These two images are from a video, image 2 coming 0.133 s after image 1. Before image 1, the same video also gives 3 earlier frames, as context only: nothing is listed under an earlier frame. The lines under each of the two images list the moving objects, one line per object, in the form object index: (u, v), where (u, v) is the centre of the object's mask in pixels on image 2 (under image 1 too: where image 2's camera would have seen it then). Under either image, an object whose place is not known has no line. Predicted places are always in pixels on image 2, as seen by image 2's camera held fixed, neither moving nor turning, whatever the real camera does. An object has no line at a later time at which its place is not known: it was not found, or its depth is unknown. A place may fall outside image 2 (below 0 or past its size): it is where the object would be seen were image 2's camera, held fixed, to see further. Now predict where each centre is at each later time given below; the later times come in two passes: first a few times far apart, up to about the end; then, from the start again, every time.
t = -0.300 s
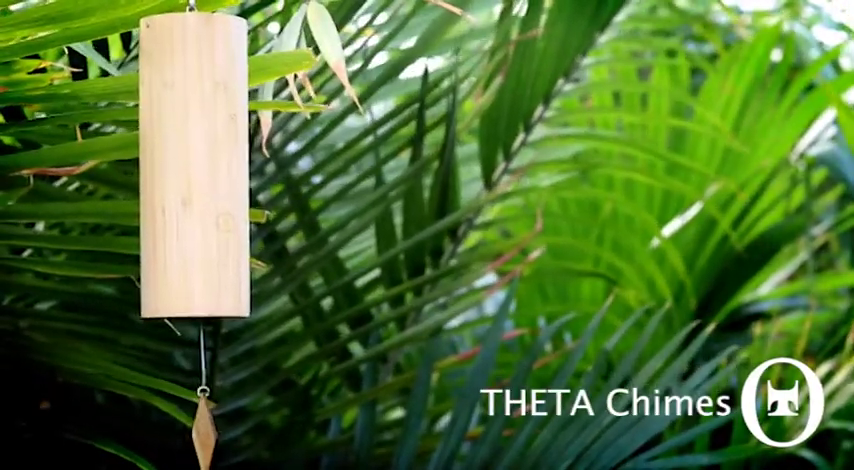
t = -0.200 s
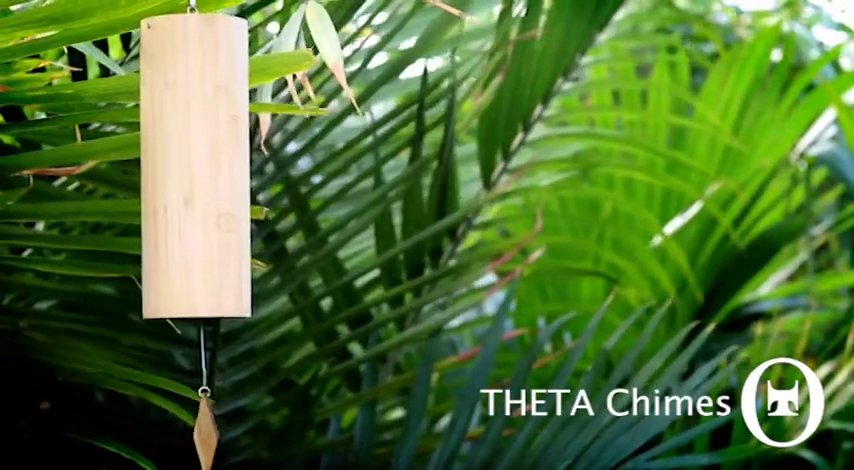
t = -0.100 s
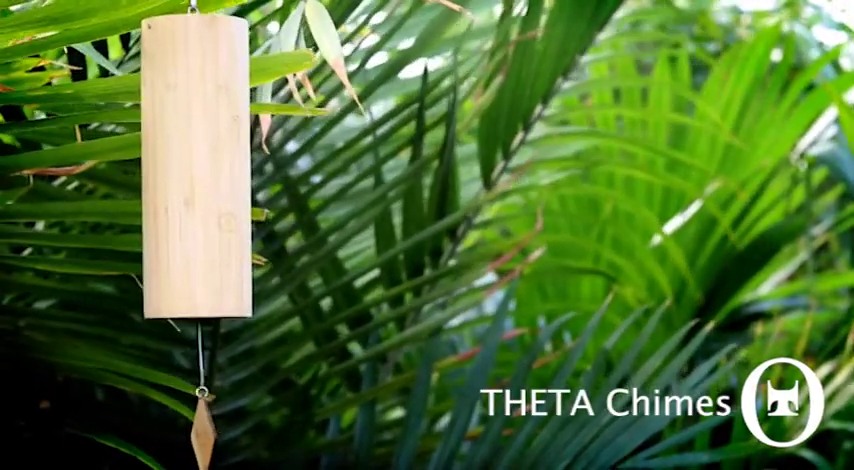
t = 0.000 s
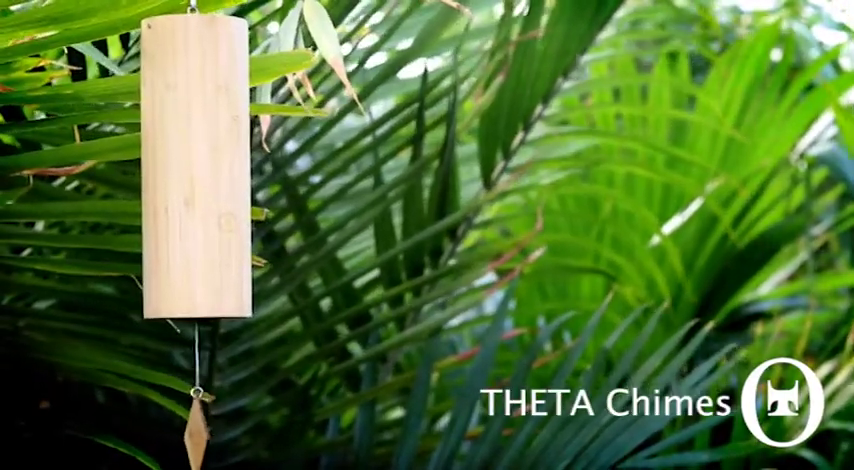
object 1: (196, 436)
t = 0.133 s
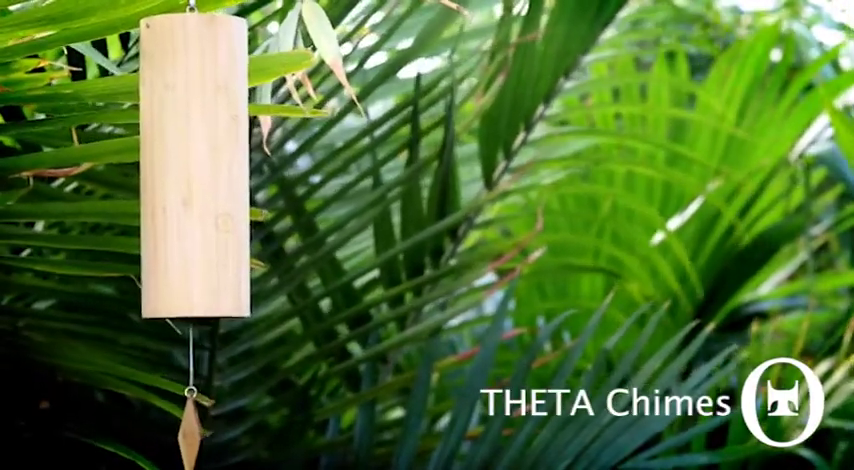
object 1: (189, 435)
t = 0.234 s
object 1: (188, 435)
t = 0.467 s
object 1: (192, 434)
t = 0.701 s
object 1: (195, 434)
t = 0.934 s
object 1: (192, 434)
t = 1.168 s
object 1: (193, 435)
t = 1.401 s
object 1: (199, 435)
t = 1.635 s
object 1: (194, 435)
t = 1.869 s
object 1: (185, 435)
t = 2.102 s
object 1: (193, 435)
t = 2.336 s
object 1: (204, 435)
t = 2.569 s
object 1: (194, 436)
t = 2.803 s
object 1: (185, 436)
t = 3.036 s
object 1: (190, 435)
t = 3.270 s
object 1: (198, 435)
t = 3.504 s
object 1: (197, 436)
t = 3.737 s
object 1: (188, 436)
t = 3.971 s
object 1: (188, 436)
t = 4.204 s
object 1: (193, 436)
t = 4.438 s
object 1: (192, 436)
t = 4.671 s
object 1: (189, 436)
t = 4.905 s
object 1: (196, 435)
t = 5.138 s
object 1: (202, 436)
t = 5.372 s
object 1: (194, 436)
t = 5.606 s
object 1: (183, 436)
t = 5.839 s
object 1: (191, 436)
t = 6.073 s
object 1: (206, 436)
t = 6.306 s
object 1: (199, 436)
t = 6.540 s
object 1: (181, 436)
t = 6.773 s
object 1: (186, 436)
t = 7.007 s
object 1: (206, 436)
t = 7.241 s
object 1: (201, 436)
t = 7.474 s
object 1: (183, 436)
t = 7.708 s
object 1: (189, 436)
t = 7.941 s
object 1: (201, 436)
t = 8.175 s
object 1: (193, 436)
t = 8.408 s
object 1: (182, 436)
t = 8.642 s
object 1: (194, 437)
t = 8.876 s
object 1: (205, 436)
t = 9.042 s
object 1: (198, 436)
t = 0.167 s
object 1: (189, 435)
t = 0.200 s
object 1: (188, 435)
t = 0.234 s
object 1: (188, 435)
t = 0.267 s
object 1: (188, 435)
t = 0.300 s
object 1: (188, 435)
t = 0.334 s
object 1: (188, 434)
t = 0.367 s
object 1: (188, 434)
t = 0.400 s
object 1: (189, 435)
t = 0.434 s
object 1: (191, 434)
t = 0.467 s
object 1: (192, 434)
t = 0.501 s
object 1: (193, 434)
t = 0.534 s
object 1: (194, 434)
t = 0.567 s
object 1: (195, 434)
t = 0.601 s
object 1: (195, 434)
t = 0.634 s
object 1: (195, 434)
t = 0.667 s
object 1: (195, 434)
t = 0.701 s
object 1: (195, 434)
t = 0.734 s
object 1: (194, 434)
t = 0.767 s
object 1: (194, 434)
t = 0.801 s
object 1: (193, 434)
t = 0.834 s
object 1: (193, 434)
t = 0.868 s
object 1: (193, 434)
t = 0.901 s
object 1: (192, 434)
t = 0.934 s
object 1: (192, 434)
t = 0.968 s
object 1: (191, 435)
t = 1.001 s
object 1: (191, 435)
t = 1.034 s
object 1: (191, 435)
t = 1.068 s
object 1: (191, 435)
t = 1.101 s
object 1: (191, 434)
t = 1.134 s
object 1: (192, 435)
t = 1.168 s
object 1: (193, 435)
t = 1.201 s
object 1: (194, 434)
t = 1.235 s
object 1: (196, 434)
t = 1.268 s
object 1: (197, 434)
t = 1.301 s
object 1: (198, 434)
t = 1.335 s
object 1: (199, 434)
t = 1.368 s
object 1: (199, 434)
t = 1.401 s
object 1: (199, 435)
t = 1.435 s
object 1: (199, 435)
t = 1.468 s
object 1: (199, 435)
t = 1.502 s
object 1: (198, 435)
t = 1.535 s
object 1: (198, 435)
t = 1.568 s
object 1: (197, 435)
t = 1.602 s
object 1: (196, 435)
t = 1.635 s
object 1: (194, 435)
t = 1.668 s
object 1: (193, 435)
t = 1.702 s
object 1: (190, 435)
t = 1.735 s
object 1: (189, 435)
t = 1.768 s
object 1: (187, 435)
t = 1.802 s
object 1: (186, 435)
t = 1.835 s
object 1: (185, 435)
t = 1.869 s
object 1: (185, 435)
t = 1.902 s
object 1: (185, 435)
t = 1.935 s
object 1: (186, 436)
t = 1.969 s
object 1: (187, 435)
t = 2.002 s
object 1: (189, 436)
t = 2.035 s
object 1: (190, 436)
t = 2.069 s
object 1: (192, 435)
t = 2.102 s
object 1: (193, 435)
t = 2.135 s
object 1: (195, 435)
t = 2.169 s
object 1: (197, 435)
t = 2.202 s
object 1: (199, 435)
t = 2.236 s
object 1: (200, 435)
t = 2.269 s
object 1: (202, 435)
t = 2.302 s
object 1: (203, 435)
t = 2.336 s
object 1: (204, 435)
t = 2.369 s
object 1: (203, 435)
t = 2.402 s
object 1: (203, 435)
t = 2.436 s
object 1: (202, 435)
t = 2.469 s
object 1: (200, 436)
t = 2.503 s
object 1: (198, 436)
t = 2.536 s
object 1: (196, 435)
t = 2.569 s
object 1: (194, 436)
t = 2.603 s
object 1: (193, 436)
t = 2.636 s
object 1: (191, 436)
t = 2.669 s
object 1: (189, 436)
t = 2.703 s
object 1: (188, 436)
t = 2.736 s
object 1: (187, 436)
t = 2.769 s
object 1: (186, 436)
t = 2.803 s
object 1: (185, 436)
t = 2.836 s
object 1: (184, 436)
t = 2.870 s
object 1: (184, 436)
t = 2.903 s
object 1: (185, 435)
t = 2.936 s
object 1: (185, 435)
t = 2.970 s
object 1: (187, 435)
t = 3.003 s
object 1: (188, 436)
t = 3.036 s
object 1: (190, 435)
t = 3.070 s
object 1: (191, 435)
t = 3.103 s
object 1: (193, 435)
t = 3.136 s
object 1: (194, 435)
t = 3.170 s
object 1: (196, 435)
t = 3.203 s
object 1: (197, 435)
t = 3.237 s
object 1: (198, 435)
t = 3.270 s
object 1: (198, 435)
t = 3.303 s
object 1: (199, 435)
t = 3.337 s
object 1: (200, 435)
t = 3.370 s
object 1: (200, 435)
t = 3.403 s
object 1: (200, 436)
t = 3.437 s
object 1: (200, 436)
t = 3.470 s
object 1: (199, 436)
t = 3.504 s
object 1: (197, 436)
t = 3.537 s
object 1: (196, 436)
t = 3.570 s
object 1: (194, 436)
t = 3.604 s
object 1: (193, 436)
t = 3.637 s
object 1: (191, 436)
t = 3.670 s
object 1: (190, 436)
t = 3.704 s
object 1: (189, 436)
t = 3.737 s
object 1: (188, 436)
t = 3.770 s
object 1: (188, 436)
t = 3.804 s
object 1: (188, 436)
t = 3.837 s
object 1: (187, 436)
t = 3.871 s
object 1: (187, 436)
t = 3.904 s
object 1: (188, 436)
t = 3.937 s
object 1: (188, 435)
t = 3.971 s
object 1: (188, 436)
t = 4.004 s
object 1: (189, 436)
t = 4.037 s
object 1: (189, 436)
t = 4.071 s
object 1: (190, 436)
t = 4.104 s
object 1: (191, 436)
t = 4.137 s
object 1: (192, 436)
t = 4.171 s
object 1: (193, 436)
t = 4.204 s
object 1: (193, 436)
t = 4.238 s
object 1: (194, 436)
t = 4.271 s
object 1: (194, 436)
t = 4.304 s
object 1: (193, 436)
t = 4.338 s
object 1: (193, 436)
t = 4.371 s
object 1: (192, 436)
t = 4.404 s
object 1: (192, 436)
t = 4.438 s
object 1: (192, 436)
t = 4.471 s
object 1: (191, 436)
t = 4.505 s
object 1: (191, 436)
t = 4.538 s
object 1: (190, 436)
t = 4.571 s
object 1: (190, 436)
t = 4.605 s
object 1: (190, 436)
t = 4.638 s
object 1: (189, 436)
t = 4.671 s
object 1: (189, 436)
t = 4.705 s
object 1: (189, 436)
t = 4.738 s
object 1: (190, 436)
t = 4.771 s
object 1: (191, 436)
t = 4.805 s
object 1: (192, 436)
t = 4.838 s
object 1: (193, 435)
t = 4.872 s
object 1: (195, 435)
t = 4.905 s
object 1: (196, 435)
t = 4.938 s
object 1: (198, 435)
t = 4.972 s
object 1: (198, 435)
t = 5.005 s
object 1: (199, 435)
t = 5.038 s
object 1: (200, 436)
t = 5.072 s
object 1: (201, 435)
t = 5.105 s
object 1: (201, 435)
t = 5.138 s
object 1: (202, 436)
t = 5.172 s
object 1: (202, 436)
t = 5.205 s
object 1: (201, 436)
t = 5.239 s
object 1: (201, 436)
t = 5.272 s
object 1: (200, 436)
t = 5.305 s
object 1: (198, 436)
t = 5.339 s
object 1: (196, 436)
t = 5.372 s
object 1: (194, 436)
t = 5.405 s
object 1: (192, 436)
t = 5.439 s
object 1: (190, 436)
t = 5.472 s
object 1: (189, 436)
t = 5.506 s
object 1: (187, 436)
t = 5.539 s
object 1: (185, 436)
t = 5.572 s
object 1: (184, 436)
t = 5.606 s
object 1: (183, 436)
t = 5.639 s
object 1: (183, 436)
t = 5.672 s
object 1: (183, 436)
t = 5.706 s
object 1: (184, 436)
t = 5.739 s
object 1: (186, 436)
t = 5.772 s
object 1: (187, 436)
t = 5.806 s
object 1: (189, 436)
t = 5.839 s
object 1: (191, 436)
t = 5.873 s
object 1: (194, 436)
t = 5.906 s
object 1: (196, 436)
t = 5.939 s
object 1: (199, 436)
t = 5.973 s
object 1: (201, 436)
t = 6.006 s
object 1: (203, 436)
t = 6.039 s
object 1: (205, 436)
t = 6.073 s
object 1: (206, 436)
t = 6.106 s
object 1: (207, 436)
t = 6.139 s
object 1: (207, 436)
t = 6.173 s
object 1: (207, 436)
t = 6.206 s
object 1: (206, 436)
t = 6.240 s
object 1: (204, 436)
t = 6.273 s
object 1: (202, 436)
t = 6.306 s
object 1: (199, 436)
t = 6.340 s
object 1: (196, 436)
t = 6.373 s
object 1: (193, 436)
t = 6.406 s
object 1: (190, 436)
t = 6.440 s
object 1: (187, 436)
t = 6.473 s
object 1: (185, 436)
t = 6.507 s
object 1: (183, 436)
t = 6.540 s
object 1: (181, 436)
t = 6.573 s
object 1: (180, 436)
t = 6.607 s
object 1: (180, 435)
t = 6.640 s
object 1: (180, 435)
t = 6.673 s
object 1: (180, 436)
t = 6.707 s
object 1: (181, 436)
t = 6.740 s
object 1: (183, 436)
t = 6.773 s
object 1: (186, 436)
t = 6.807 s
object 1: (189, 436)
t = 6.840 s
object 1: (192, 436)
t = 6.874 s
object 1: (196, 436)
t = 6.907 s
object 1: (199, 436)
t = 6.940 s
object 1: (202, 436)
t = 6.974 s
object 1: (204, 436)
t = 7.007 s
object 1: (206, 436)
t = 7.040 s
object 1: (207, 436)
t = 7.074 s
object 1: (207, 436)
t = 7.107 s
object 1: (207, 436)
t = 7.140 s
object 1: (206, 436)
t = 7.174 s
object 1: (204, 436)
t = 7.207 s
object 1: (203, 436)
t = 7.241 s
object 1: (201, 436)
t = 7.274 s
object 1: (198, 436)
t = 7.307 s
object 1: (196, 436)
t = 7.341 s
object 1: (193, 436)
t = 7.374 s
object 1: (190, 436)
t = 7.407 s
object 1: (187, 436)
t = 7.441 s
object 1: (185, 436)
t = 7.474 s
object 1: (183, 436)
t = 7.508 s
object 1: (182, 435)
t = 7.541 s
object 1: (182, 435)
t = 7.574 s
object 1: (183, 435)
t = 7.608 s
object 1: (184, 435)
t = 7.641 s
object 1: (185, 435)
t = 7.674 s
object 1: (187, 436)
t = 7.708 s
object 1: (189, 436)
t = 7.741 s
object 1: (192, 436)
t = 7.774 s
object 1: (194, 436)
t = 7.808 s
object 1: (196, 436)
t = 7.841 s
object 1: (198, 436)
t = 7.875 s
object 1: (199, 436)
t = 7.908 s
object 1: (201, 436)
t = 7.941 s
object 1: (201, 436)
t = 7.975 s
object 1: (202, 436)
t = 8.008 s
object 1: (201, 436)
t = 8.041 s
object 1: (200, 436)
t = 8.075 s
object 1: (199, 436)
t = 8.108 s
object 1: (197, 436)
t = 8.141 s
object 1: (196, 436)
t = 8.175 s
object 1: (193, 436)
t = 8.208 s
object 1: (191, 436)
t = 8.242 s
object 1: (189, 436)
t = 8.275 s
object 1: (187, 436)
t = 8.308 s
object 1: (185, 436)
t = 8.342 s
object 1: (184, 436)
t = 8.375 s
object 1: (183, 436)
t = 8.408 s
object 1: (182, 436)
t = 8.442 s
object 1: (182, 436)
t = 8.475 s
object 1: (183, 436)
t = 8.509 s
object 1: (185, 436)
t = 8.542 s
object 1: (187, 436)
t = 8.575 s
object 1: (189, 437)
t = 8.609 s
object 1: (192, 437)
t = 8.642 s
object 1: (194, 437)
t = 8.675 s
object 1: (197, 436)
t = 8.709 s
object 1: (199, 437)
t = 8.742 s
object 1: (201, 437)
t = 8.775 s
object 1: (202, 436)
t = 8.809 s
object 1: (203, 436)
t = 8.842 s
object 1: (204, 436)
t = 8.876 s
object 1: (205, 436)
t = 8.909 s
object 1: (205, 436)
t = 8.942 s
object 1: (204, 436)
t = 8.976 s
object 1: (202, 436)
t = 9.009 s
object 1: (200, 436)
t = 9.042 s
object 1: (198, 436)
